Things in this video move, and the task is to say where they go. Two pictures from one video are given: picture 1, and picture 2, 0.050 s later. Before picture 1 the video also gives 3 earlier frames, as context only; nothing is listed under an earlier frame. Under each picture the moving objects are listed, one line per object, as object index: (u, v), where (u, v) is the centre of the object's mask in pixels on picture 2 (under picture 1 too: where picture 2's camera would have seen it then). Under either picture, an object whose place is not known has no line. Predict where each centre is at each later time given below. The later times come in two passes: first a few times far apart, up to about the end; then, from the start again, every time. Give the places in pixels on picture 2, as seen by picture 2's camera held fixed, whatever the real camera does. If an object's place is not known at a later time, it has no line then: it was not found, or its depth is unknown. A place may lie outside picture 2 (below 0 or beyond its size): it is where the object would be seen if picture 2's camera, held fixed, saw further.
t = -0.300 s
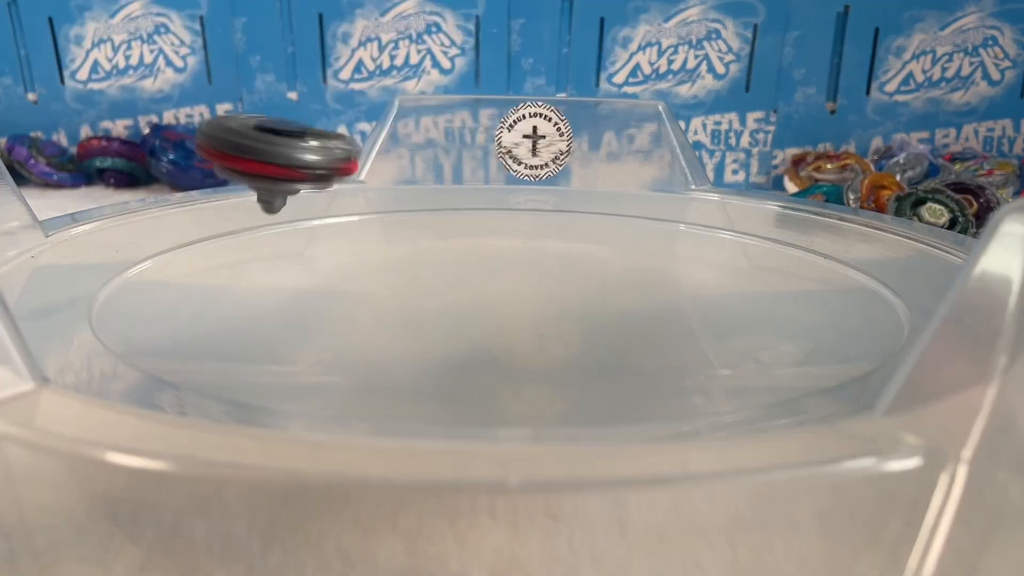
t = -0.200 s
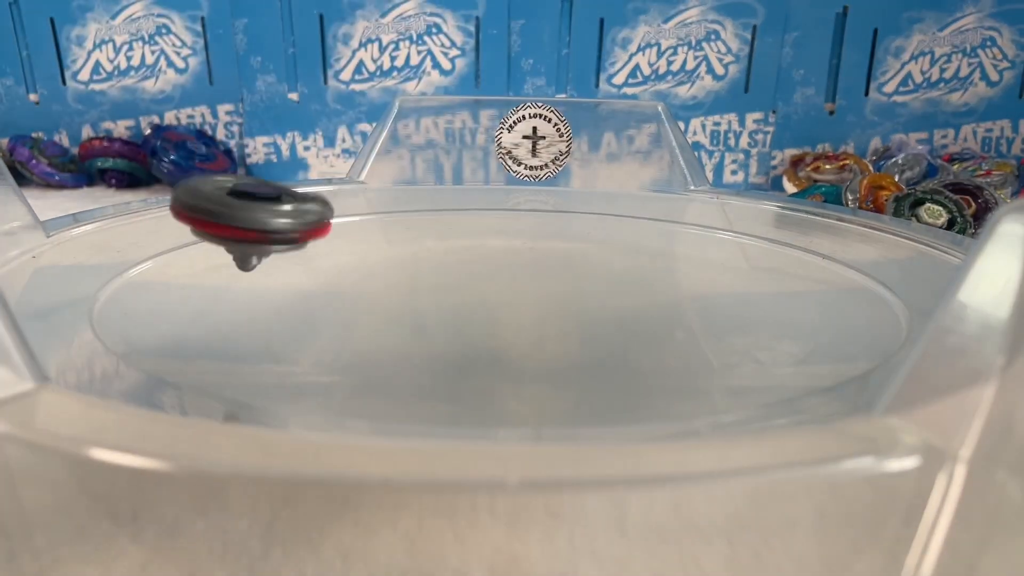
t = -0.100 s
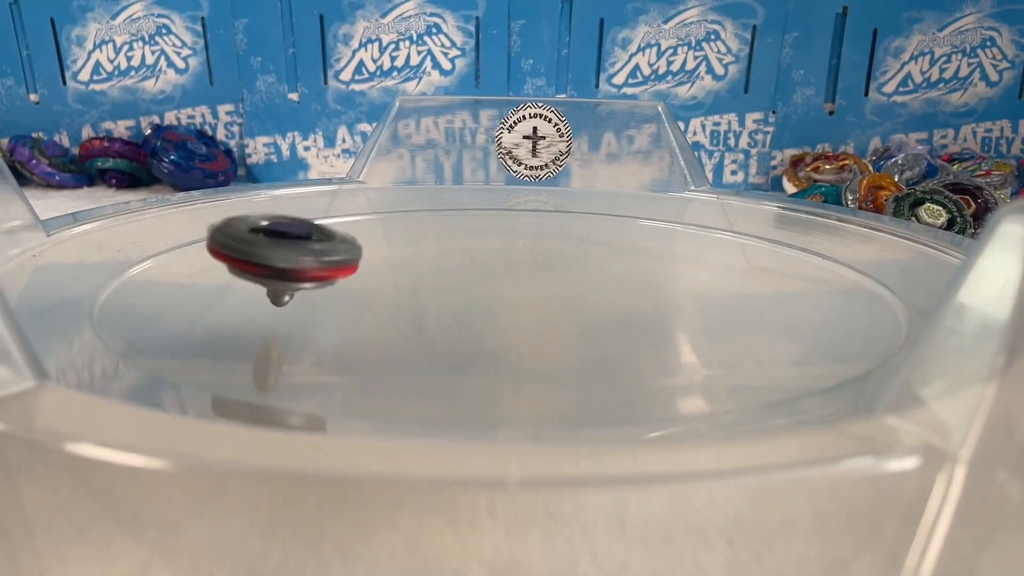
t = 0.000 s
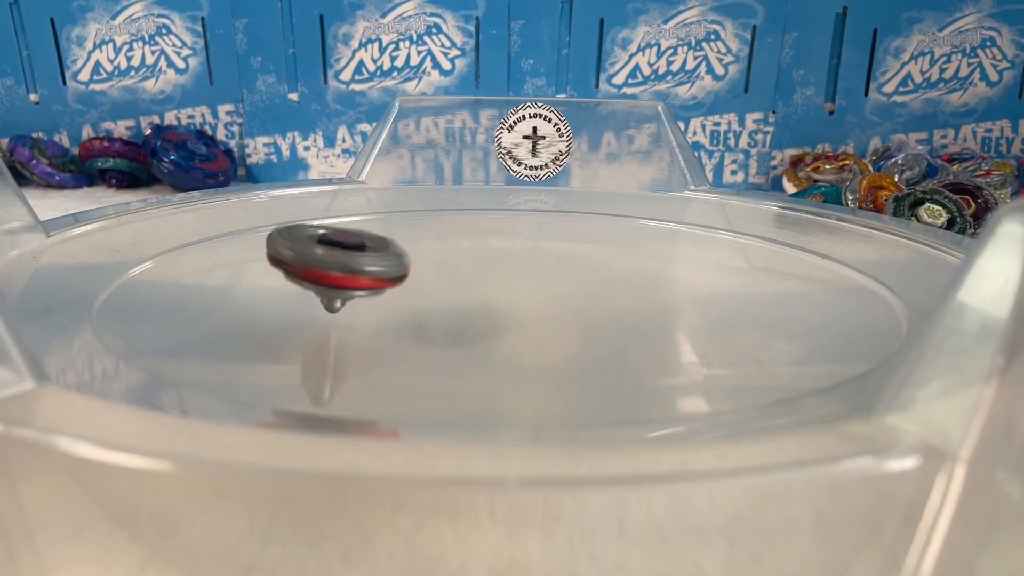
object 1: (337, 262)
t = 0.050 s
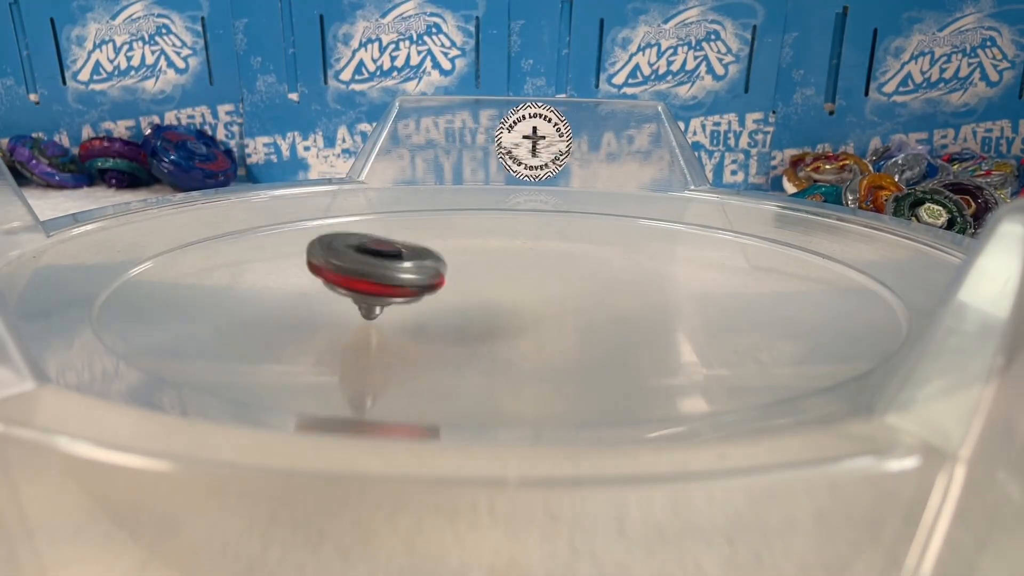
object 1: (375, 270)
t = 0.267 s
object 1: (525, 304)
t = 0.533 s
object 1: (473, 342)
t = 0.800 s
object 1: (249, 300)
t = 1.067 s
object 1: (518, 273)
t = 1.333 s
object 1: (812, 286)
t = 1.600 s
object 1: (619, 345)
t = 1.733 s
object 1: (404, 336)
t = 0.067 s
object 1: (388, 269)
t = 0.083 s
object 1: (400, 273)
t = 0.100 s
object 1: (412, 273)
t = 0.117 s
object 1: (423, 276)
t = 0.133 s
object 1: (436, 279)
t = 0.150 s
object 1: (450, 282)
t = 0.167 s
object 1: (462, 285)
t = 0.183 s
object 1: (476, 287)
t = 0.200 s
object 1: (486, 291)
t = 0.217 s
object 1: (498, 295)
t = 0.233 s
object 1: (507, 298)
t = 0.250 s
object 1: (517, 300)
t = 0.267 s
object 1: (525, 304)
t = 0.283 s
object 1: (532, 308)
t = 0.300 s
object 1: (538, 311)
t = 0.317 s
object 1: (542, 313)
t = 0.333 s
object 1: (548, 318)
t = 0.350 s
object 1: (548, 320)
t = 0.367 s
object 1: (550, 323)
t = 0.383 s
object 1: (549, 326)
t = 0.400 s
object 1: (548, 329)
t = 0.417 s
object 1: (544, 331)
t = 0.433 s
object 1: (540, 333)
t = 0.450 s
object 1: (533, 335)
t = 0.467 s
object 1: (526, 337)
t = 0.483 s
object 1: (514, 339)
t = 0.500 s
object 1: (503, 340)
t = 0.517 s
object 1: (488, 341)
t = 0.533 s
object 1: (473, 342)
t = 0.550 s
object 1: (455, 342)
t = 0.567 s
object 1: (436, 342)
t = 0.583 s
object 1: (416, 341)
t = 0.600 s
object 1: (397, 340)
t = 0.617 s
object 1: (375, 338)
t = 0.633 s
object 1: (355, 336)
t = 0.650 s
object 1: (334, 333)
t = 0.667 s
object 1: (316, 330)
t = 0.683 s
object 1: (297, 327)
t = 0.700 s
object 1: (284, 323)
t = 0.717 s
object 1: (269, 319)
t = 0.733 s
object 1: (260, 316)
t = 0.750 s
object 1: (251, 311)
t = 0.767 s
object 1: (248, 307)
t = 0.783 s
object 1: (246, 303)
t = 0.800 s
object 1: (249, 300)
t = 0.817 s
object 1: (253, 296)
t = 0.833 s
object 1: (261, 293)
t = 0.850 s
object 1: (272, 290)
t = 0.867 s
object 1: (283, 287)
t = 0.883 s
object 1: (299, 285)
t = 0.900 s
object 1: (314, 283)
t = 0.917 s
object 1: (333, 281)
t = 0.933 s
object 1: (349, 280)
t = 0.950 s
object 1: (370, 278)
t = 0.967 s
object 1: (389, 277)
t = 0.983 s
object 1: (411, 276)
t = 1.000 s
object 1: (431, 276)
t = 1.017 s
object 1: (453, 275)
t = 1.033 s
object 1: (474, 274)
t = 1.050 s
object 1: (496, 273)
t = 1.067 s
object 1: (518, 273)
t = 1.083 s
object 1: (539, 273)
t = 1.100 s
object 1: (561, 273)
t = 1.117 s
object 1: (582, 272)
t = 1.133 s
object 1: (604, 273)
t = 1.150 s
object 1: (624, 273)
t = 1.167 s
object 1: (644, 273)
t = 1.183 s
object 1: (666, 273)
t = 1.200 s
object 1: (684, 274)
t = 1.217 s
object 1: (705, 275)
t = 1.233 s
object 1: (722, 276)
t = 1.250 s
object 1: (741, 277)
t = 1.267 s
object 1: (758, 279)
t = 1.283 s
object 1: (773, 281)
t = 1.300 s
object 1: (789, 282)
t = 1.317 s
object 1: (799, 284)
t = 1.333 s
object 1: (812, 286)
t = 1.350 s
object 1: (821, 289)
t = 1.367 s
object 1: (827, 291)
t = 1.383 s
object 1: (833, 295)
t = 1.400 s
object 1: (834, 298)
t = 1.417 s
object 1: (834, 302)
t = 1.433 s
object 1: (831, 306)
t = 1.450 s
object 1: (822, 310)
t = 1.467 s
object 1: (814, 315)
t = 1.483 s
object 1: (800, 319)
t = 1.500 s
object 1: (781, 324)
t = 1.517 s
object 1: (763, 328)
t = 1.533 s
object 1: (737, 332)
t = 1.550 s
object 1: (711, 336)
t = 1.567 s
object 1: (683, 339)
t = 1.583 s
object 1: (652, 343)
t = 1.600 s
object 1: (619, 345)
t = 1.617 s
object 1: (588, 347)
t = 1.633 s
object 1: (554, 347)
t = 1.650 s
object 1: (524, 348)
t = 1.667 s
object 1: (496, 347)
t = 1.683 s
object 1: (467, 345)
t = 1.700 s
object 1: (443, 342)
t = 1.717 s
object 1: (422, 339)
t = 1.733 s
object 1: (404, 336)
